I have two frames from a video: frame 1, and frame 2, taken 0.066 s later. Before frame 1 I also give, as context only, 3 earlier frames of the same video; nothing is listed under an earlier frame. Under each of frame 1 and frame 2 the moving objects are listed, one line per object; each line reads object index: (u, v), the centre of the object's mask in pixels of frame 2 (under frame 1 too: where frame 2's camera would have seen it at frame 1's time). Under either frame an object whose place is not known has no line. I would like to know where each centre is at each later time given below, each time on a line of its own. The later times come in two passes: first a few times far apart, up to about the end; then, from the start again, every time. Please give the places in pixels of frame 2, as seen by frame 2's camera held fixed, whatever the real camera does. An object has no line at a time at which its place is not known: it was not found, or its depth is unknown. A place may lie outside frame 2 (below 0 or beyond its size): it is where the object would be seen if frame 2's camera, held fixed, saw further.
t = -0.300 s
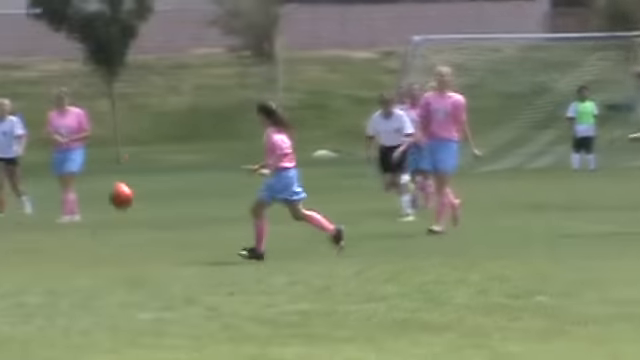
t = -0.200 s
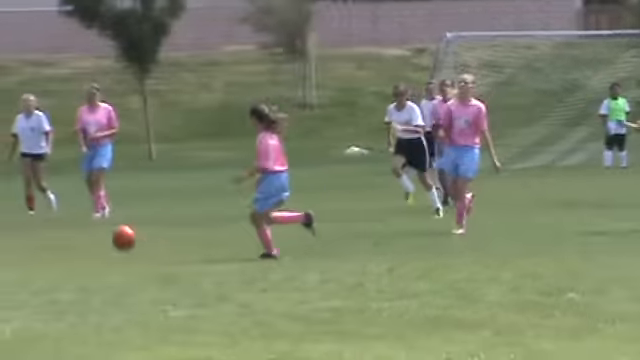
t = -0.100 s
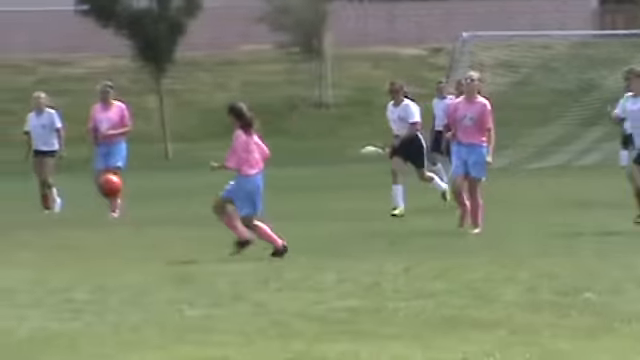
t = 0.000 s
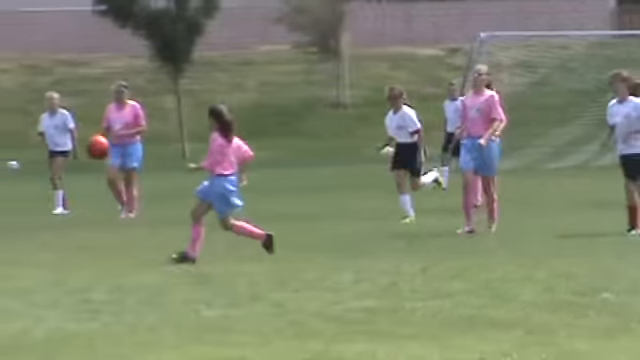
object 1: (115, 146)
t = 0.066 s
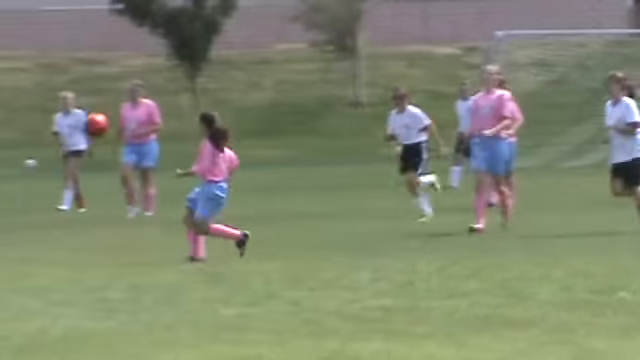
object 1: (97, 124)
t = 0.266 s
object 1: (35, 94)
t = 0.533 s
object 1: (-46, 122)
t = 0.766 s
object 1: (-117, 210)
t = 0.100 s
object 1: (87, 117)
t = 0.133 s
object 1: (76, 109)
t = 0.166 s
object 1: (64, 104)
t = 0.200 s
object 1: (55, 100)
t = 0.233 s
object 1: (44, 97)
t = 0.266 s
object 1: (35, 94)
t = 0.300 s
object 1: (24, 93)
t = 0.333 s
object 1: (14, 94)
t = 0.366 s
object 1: (4, 95)
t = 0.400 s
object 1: (-6, 98)
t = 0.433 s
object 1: (-17, 101)
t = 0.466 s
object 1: (-26, 107)
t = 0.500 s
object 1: (-36, 114)
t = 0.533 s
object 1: (-46, 122)
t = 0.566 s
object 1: (-55, 131)
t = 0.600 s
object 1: (-66, 141)
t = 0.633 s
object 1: (-76, 152)
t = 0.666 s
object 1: (-86, 165)
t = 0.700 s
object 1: (-97, 178)
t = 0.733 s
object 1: (-107, 193)
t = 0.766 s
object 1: (-117, 210)
